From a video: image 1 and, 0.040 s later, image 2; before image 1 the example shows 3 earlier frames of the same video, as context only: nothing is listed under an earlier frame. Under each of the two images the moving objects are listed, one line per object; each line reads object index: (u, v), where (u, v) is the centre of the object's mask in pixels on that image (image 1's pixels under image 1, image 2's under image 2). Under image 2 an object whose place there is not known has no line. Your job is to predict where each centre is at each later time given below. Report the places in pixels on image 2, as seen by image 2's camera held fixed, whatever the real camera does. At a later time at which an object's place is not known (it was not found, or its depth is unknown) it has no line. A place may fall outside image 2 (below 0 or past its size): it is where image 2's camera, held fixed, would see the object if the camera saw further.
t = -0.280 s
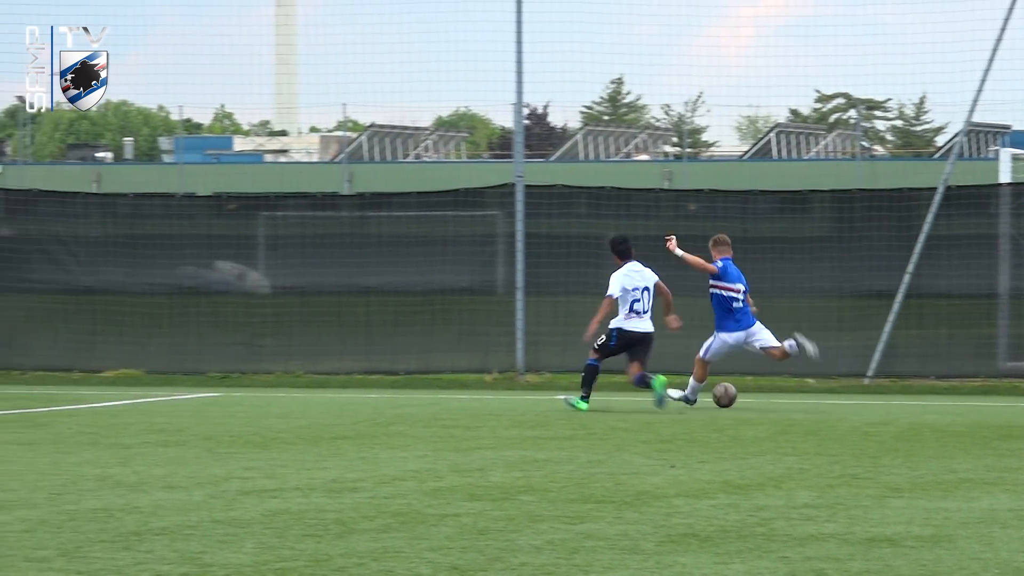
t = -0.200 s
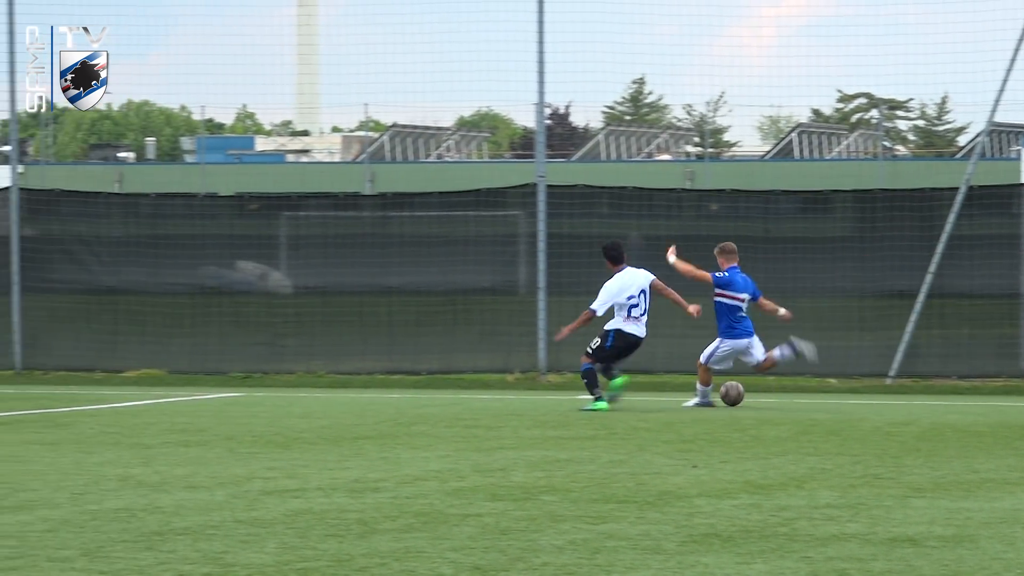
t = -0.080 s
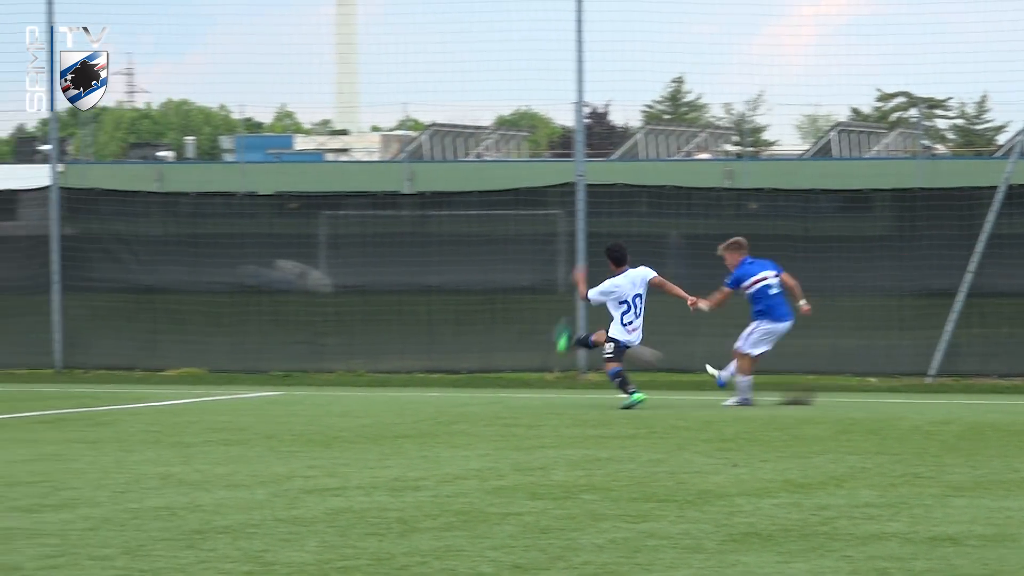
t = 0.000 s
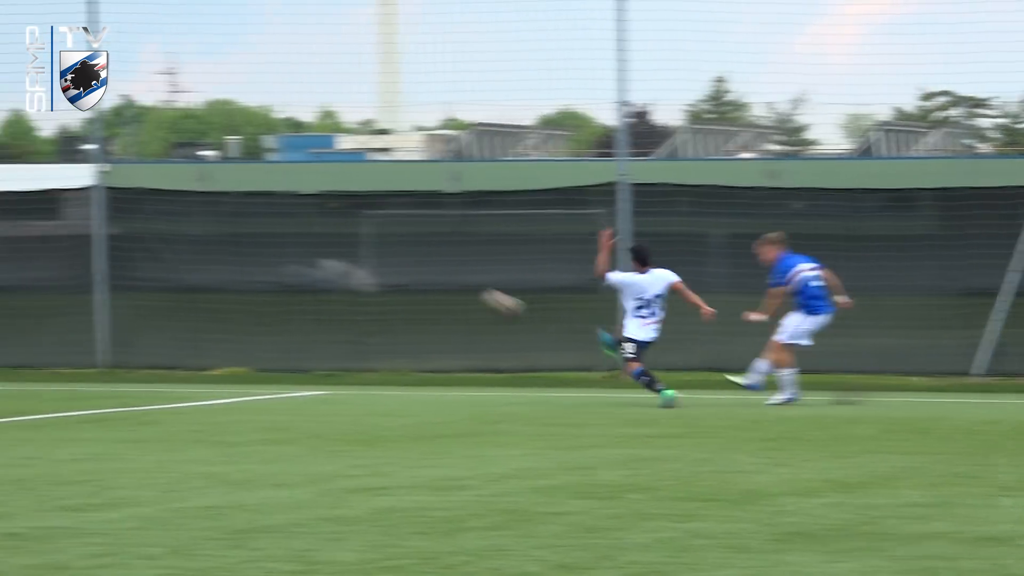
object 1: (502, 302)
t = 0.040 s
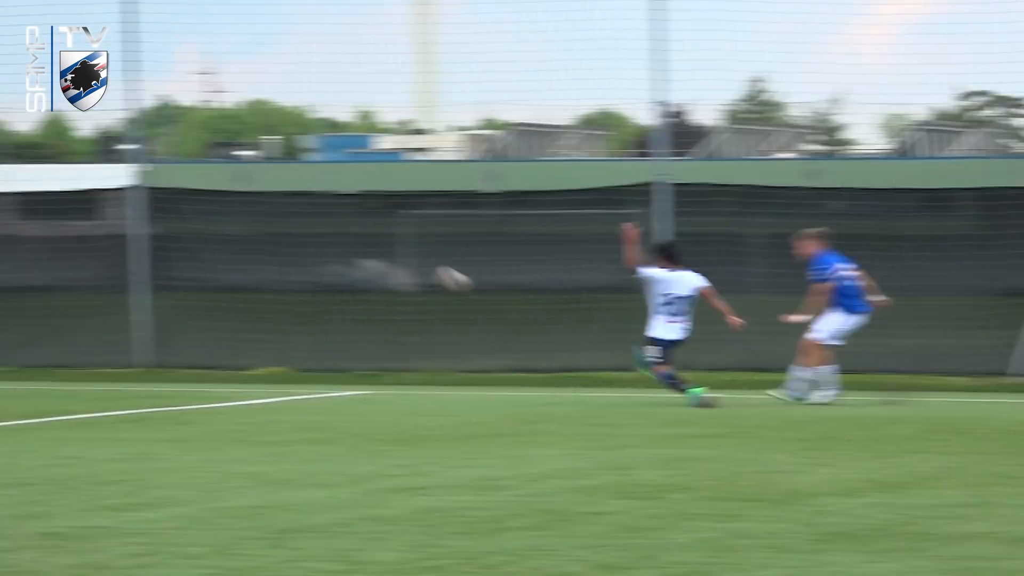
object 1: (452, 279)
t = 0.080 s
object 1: (373, 261)
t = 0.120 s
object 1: (290, 242)
